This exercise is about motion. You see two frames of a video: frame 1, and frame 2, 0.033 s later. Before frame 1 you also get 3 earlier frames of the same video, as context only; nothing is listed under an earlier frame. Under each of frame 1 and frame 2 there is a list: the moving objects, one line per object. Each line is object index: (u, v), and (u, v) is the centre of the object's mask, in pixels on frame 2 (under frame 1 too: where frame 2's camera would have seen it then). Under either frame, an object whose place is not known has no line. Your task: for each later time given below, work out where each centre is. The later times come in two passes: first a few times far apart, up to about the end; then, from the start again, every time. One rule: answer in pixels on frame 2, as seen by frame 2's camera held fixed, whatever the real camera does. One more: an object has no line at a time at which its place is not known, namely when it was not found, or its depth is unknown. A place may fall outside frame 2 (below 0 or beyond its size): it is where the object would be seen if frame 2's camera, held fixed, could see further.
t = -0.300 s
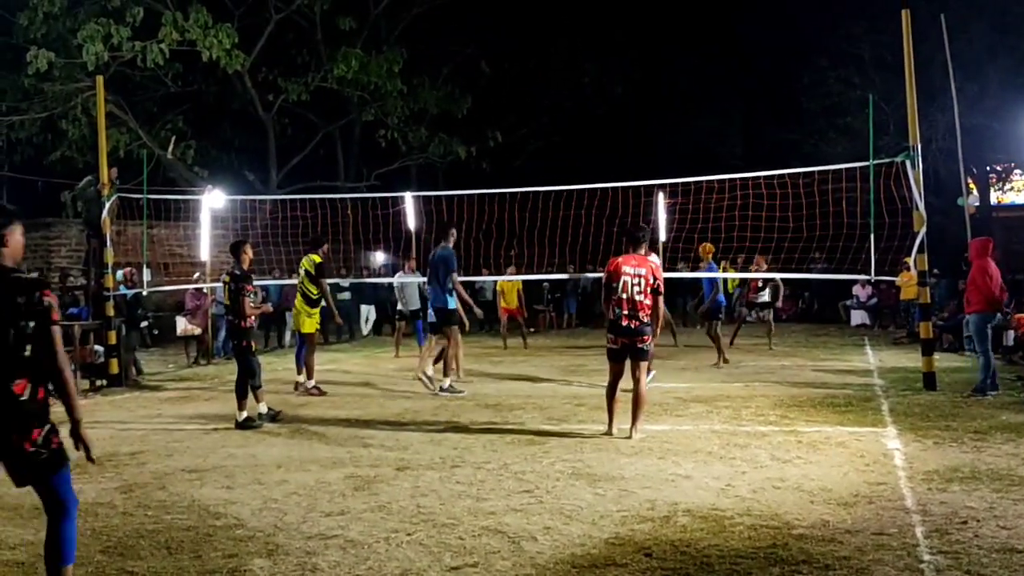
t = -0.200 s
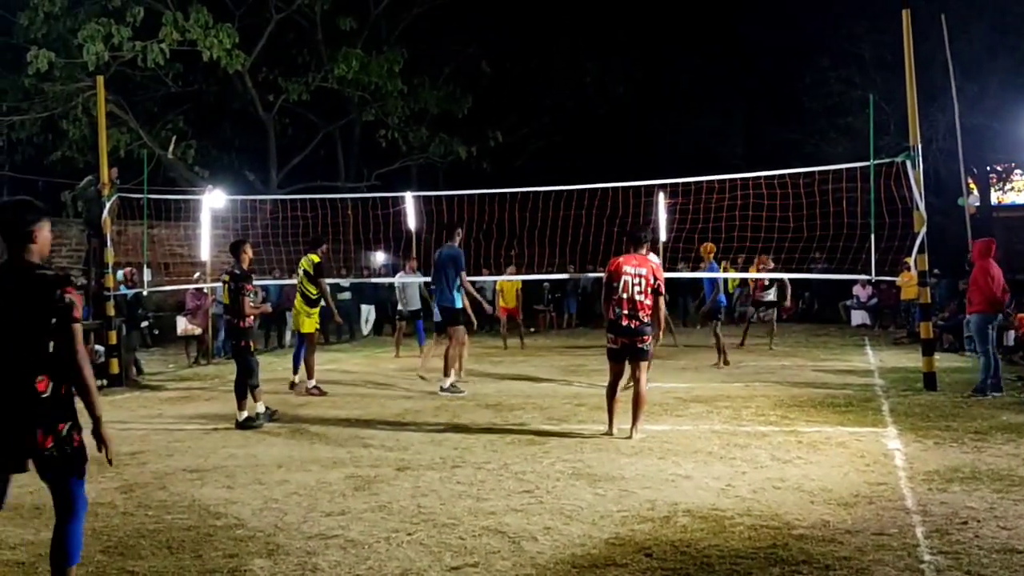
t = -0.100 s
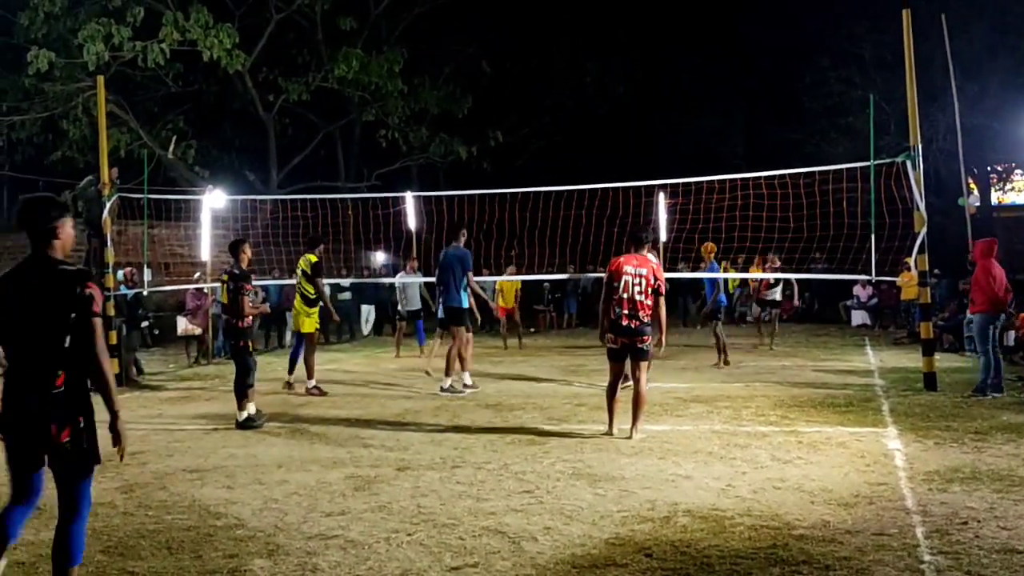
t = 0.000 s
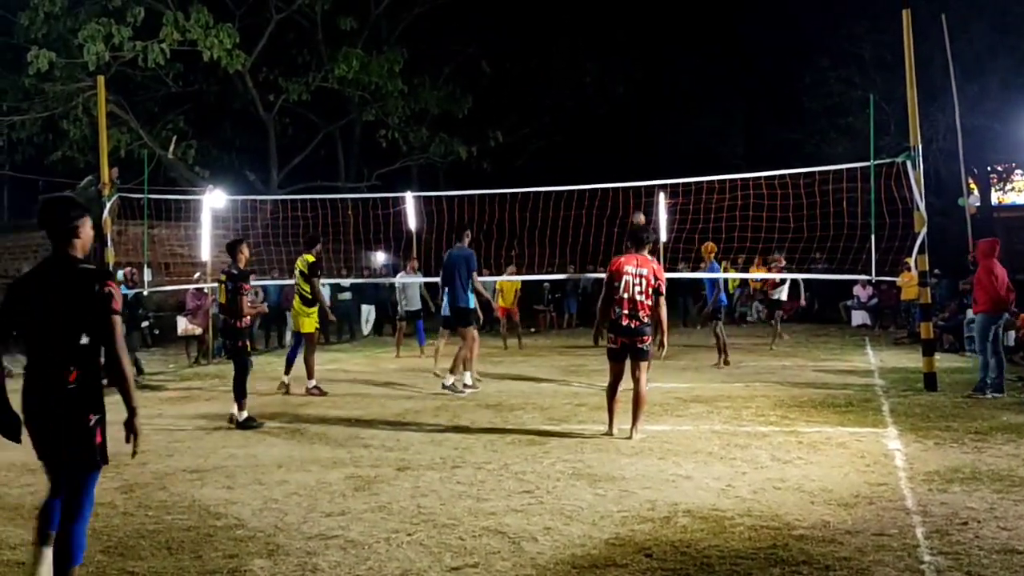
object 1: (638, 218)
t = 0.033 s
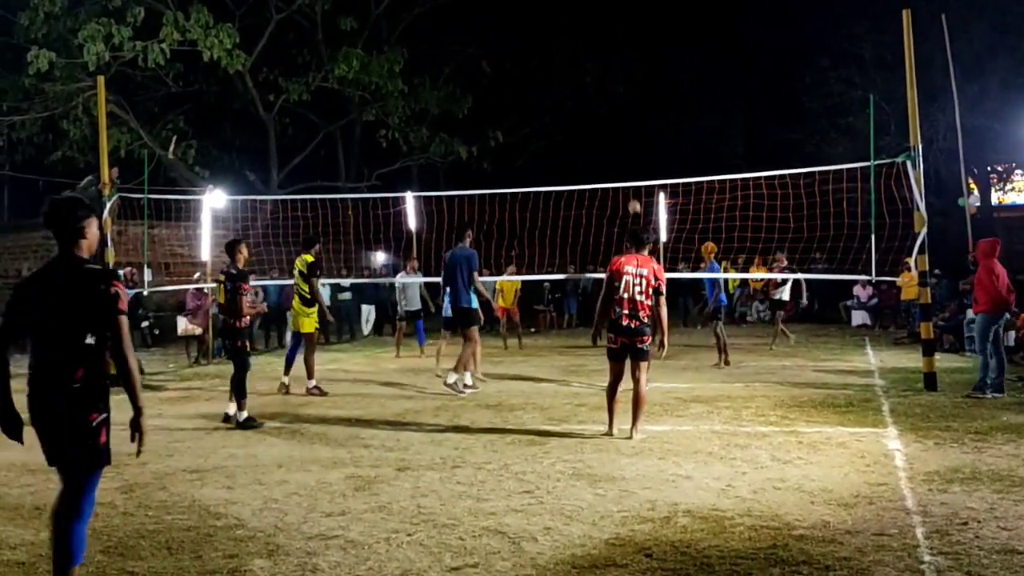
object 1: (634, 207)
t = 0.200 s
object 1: (611, 158)
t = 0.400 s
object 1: (584, 116)
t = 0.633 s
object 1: (549, 95)
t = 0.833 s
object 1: (518, 103)
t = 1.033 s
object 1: (486, 138)
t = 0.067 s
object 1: (630, 197)
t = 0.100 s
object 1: (626, 186)
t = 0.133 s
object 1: (621, 176)
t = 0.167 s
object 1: (616, 167)
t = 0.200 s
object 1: (611, 158)
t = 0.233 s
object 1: (607, 149)
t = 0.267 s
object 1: (602, 141)
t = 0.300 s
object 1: (598, 134)
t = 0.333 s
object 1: (593, 128)
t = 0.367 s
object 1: (588, 121)
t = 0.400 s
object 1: (584, 116)
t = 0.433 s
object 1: (579, 111)
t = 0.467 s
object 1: (574, 107)
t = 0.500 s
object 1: (569, 103)
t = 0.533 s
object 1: (564, 100)
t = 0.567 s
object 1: (559, 98)
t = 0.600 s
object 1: (554, 96)
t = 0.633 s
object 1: (549, 95)
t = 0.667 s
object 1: (544, 94)
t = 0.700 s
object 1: (538, 94)
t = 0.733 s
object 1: (533, 95)
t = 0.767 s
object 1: (528, 97)
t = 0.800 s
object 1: (523, 100)
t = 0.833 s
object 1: (518, 103)
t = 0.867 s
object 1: (513, 107)
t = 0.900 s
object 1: (507, 111)
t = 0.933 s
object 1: (502, 117)
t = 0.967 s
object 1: (496, 123)
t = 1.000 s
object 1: (492, 131)
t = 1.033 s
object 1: (486, 138)
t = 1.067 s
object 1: (480, 146)
